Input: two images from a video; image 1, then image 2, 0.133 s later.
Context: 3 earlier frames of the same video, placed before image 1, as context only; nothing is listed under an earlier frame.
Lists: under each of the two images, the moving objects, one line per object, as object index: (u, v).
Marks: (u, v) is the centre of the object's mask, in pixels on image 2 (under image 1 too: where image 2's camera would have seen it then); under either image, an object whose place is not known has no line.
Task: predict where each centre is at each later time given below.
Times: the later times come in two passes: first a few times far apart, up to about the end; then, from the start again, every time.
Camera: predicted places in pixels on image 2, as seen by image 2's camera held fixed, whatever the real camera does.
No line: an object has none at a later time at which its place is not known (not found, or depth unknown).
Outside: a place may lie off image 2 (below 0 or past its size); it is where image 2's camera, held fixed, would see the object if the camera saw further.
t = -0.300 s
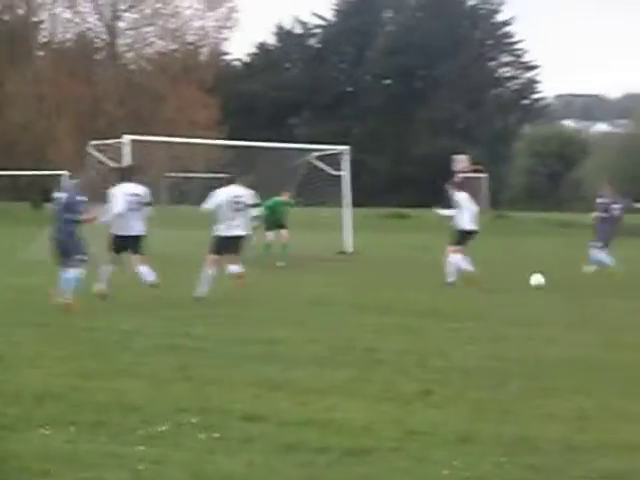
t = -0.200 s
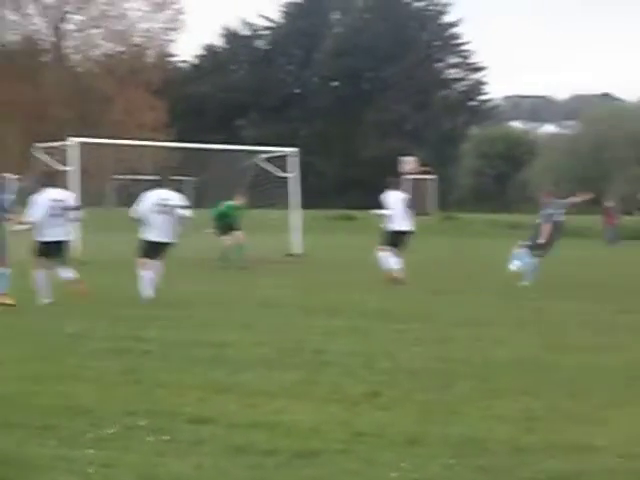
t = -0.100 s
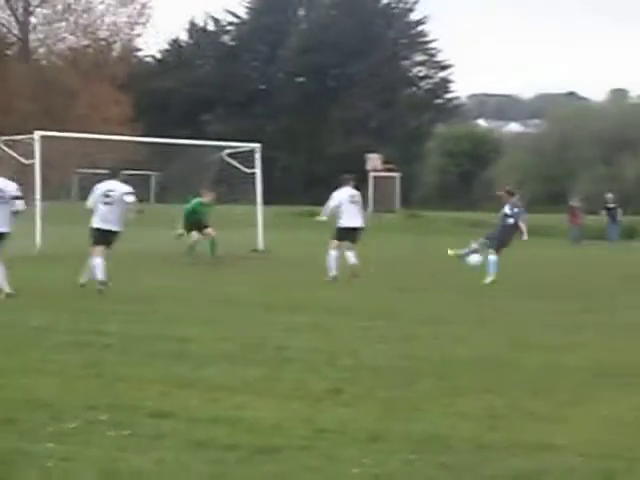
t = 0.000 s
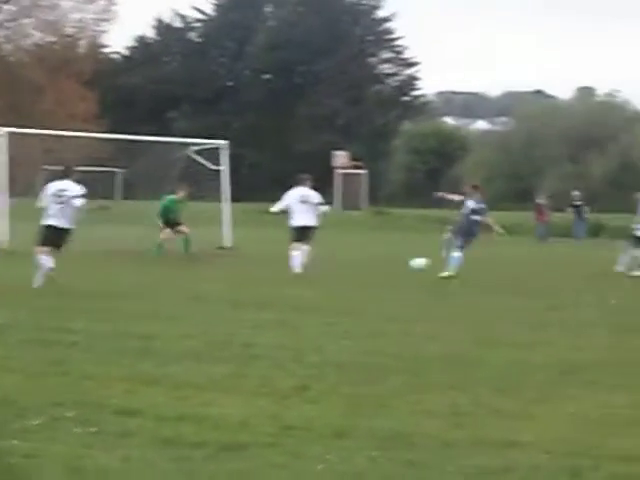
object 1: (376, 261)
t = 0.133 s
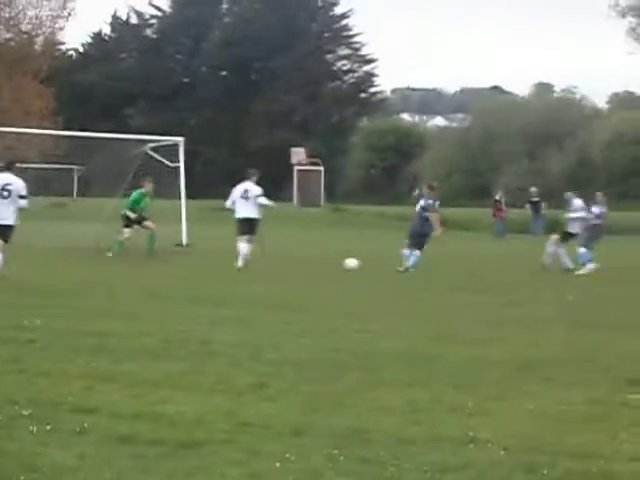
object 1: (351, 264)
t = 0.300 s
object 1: (326, 263)
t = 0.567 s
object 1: (290, 257)
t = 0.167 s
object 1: (346, 263)
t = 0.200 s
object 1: (341, 263)
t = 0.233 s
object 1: (336, 261)
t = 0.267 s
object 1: (331, 262)
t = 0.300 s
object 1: (326, 263)
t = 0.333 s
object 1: (321, 264)
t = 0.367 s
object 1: (316, 266)
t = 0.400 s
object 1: (312, 263)
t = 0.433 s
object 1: (307, 261)
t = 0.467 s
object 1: (303, 259)
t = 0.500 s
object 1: (299, 257)
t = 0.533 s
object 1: (294, 257)
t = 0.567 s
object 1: (290, 257)
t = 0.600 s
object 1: (286, 258)
